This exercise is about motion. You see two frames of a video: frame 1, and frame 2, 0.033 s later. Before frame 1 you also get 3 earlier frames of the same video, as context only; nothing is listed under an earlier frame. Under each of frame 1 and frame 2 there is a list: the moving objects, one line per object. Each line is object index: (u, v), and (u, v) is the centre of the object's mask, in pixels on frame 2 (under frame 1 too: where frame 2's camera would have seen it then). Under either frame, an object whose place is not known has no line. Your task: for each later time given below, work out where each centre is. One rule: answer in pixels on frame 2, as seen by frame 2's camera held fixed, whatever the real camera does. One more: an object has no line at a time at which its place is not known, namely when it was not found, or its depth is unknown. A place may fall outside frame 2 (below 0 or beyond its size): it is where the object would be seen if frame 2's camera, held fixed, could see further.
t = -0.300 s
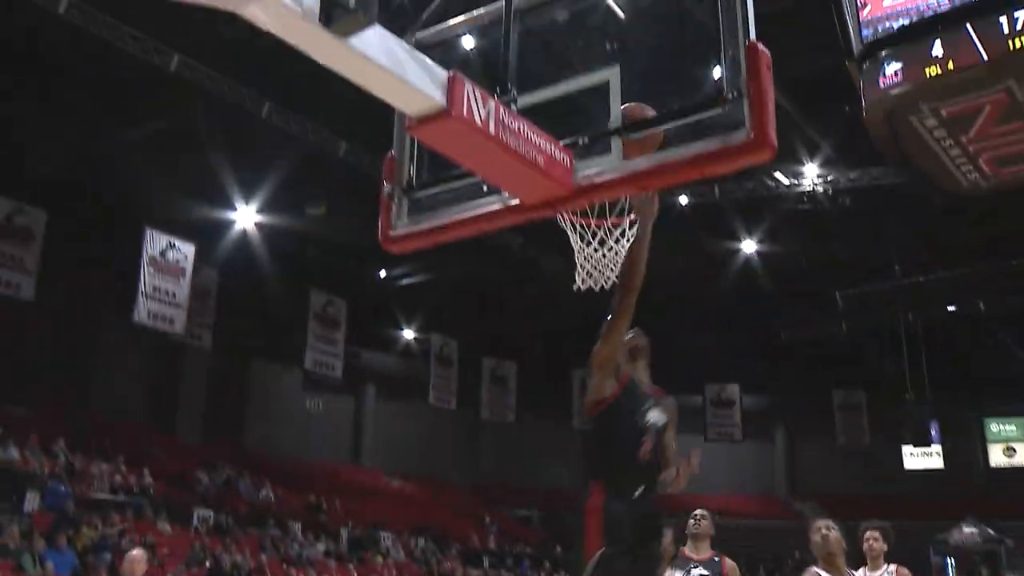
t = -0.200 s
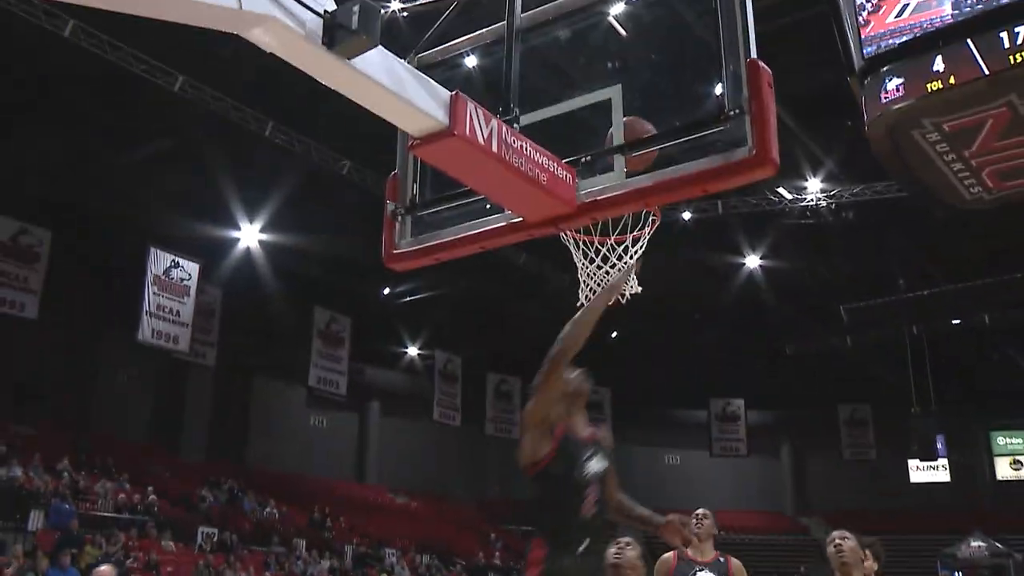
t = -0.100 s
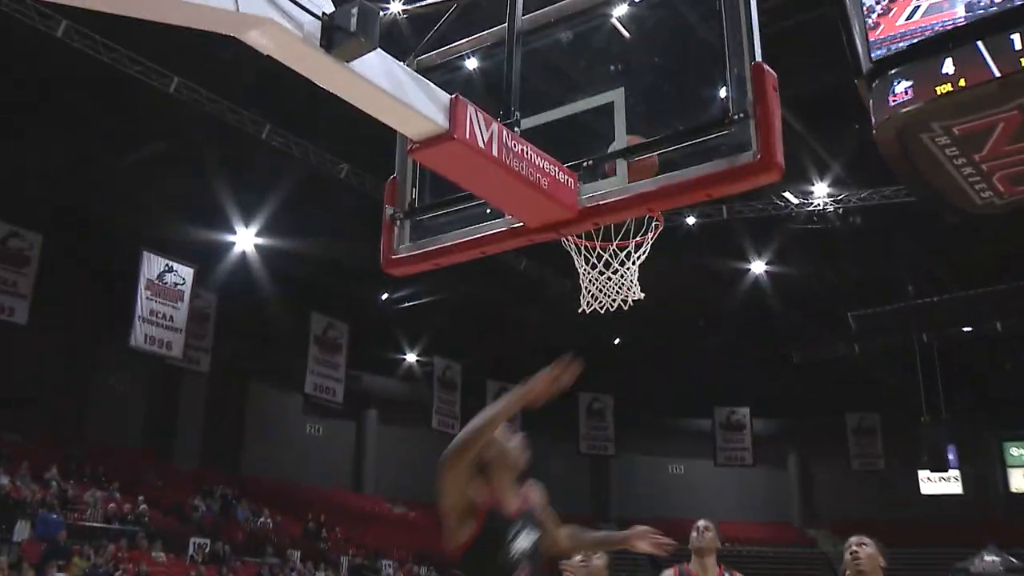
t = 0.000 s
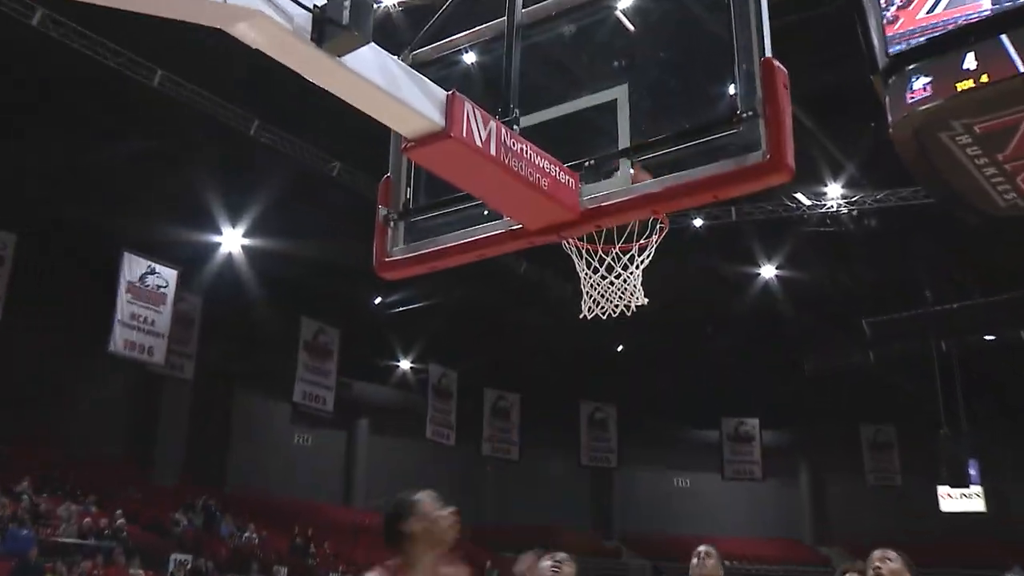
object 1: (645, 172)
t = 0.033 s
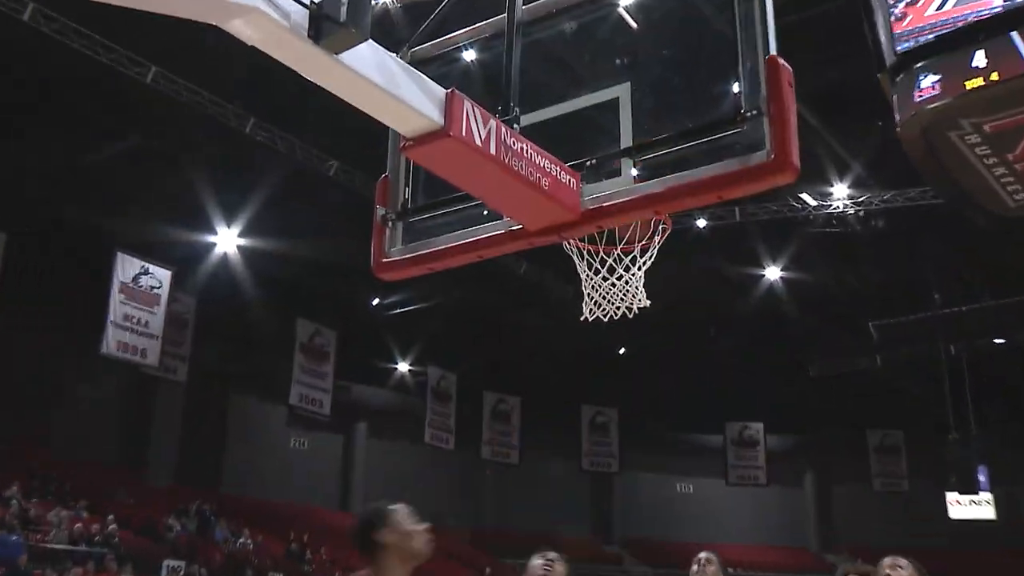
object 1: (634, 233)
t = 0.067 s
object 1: (628, 233)
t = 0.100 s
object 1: (624, 235)
